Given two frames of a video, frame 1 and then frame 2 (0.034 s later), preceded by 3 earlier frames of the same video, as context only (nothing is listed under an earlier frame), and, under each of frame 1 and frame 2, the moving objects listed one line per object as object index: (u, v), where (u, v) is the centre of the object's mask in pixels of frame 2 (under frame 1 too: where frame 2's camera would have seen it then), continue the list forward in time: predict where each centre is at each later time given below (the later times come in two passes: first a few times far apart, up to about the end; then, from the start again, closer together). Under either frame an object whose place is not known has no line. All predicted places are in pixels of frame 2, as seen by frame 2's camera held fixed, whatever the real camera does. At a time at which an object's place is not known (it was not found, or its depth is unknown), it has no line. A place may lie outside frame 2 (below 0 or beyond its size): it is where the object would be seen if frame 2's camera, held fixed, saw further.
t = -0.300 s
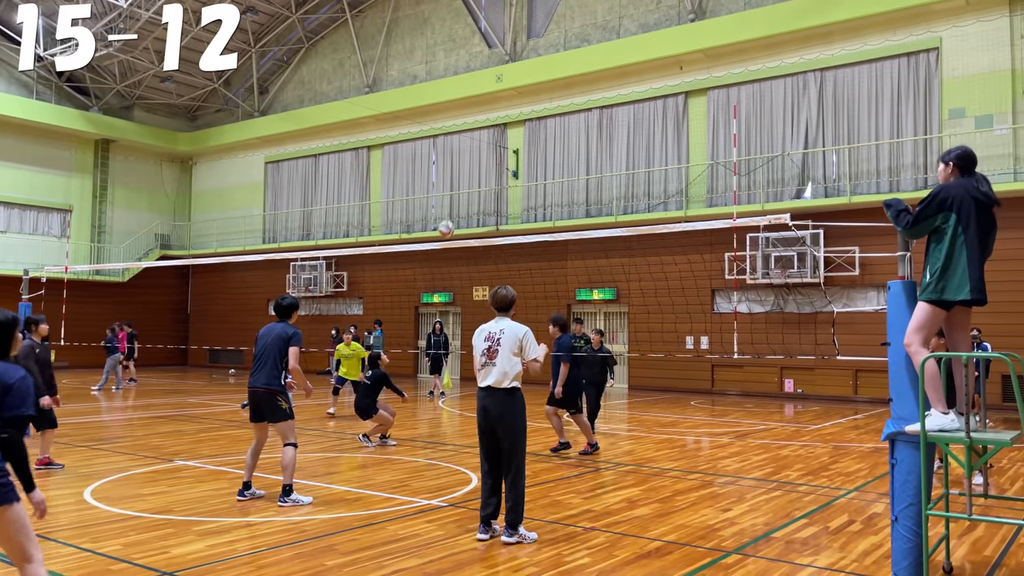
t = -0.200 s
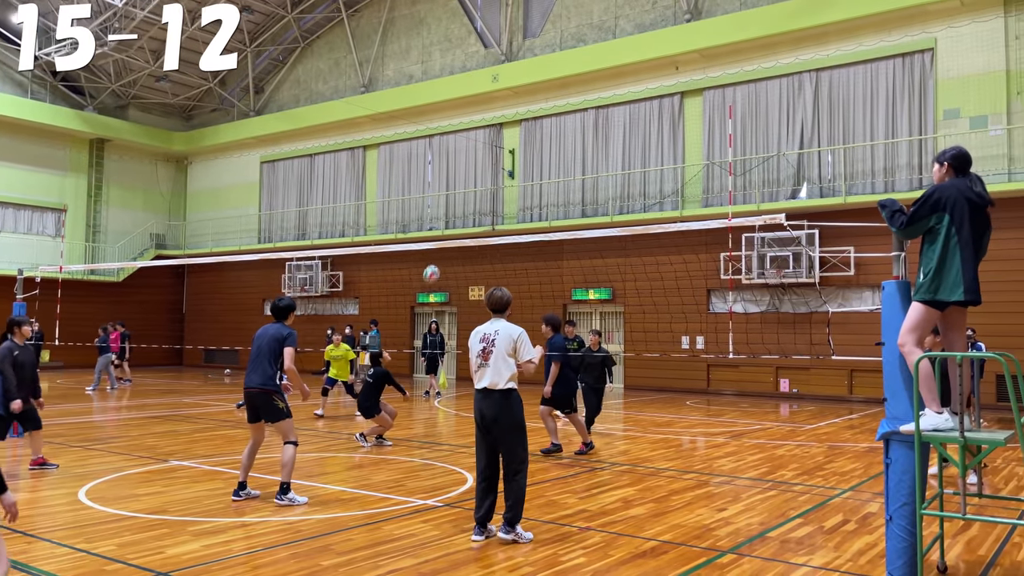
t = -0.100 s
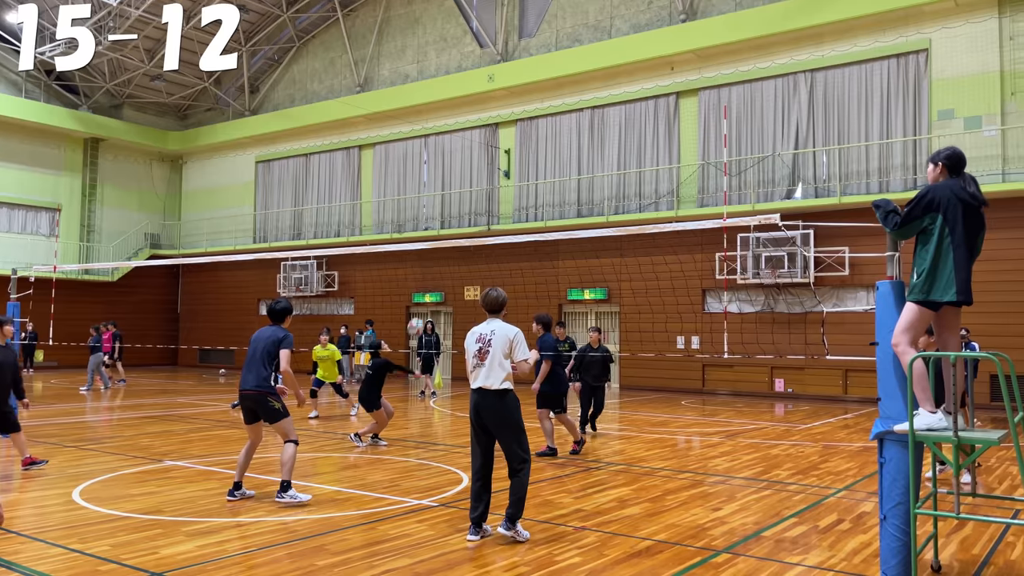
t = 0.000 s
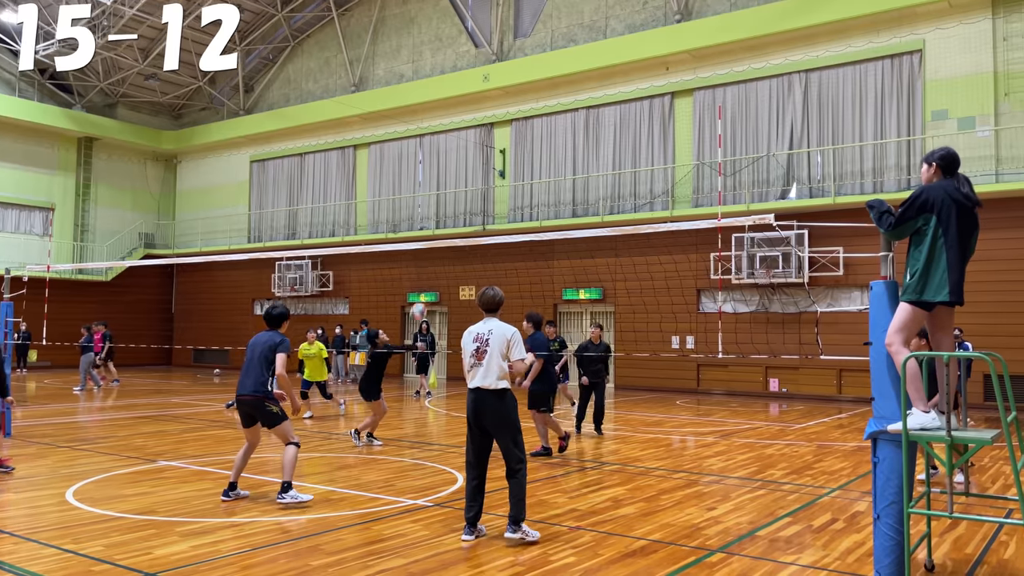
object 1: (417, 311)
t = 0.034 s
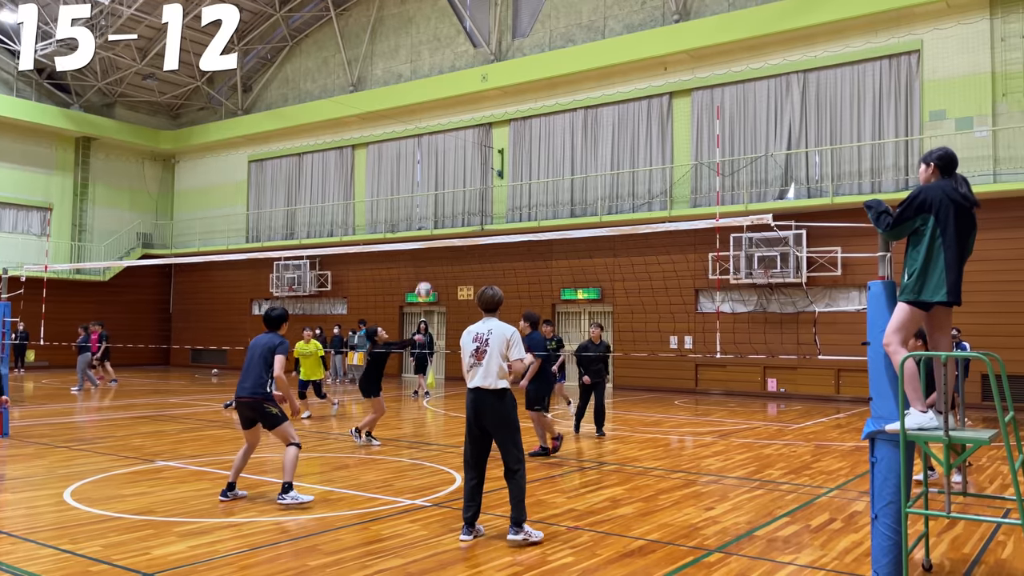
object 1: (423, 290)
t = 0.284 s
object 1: (473, 155)
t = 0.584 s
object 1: (534, 50)
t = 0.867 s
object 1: (594, 14)
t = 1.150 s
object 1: (661, 53)
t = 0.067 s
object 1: (430, 270)
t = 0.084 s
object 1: (434, 260)
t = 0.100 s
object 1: (437, 253)
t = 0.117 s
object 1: (440, 242)
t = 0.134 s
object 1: (444, 231)
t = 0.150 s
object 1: (447, 222)
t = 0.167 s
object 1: (451, 214)
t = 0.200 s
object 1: (457, 196)
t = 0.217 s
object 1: (460, 188)
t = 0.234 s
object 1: (463, 179)
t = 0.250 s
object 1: (467, 170)
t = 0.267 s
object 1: (470, 163)
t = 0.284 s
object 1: (473, 155)
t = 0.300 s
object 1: (477, 146)
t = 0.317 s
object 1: (481, 139)
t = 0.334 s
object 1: (484, 133)
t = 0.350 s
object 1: (487, 126)
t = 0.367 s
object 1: (490, 119)
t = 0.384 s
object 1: (494, 113)
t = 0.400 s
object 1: (497, 106)
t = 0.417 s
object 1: (501, 99)
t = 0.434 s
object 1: (504, 93)
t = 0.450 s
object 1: (507, 87)
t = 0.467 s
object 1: (510, 81)
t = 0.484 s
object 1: (514, 77)
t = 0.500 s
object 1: (518, 72)
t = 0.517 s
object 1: (521, 67)
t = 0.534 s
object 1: (524, 62)
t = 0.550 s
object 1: (527, 58)
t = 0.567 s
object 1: (531, 53)
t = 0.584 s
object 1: (534, 50)
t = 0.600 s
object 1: (538, 46)
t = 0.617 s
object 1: (541, 42)
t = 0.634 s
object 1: (544, 38)
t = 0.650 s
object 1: (547, 35)
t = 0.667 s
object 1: (551, 32)
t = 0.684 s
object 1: (555, 29)
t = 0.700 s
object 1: (558, 27)
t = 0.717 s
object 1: (562, 24)
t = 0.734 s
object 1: (565, 22)
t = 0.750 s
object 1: (569, 20)
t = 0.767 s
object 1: (572, 19)
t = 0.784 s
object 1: (576, 18)
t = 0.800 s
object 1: (579, 17)
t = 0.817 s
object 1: (583, 16)
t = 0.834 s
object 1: (587, 15)
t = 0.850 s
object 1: (590, 14)
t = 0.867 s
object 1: (594, 14)
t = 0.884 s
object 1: (598, 14)
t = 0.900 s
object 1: (602, 14)
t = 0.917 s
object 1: (606, 15)
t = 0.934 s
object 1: (609, 16)
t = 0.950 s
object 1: (613, 17)
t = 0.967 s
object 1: (617, 19)
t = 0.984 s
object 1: (621, 20)
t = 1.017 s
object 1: (628, 25)
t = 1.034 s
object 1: (632, 27)
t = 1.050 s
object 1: (636, 30)
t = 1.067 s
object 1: (640, 33)
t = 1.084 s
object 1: (644, 37)
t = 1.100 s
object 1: (648, 40)
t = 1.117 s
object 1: (652, 45)
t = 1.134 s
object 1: (656, 48)
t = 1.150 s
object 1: (661, 53)
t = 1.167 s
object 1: (664, 58)
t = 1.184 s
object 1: (668, 62)
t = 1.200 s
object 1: (673, 67)
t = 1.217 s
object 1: (678, 73)
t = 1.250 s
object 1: (687, 86)
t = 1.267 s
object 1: (691, 93)
